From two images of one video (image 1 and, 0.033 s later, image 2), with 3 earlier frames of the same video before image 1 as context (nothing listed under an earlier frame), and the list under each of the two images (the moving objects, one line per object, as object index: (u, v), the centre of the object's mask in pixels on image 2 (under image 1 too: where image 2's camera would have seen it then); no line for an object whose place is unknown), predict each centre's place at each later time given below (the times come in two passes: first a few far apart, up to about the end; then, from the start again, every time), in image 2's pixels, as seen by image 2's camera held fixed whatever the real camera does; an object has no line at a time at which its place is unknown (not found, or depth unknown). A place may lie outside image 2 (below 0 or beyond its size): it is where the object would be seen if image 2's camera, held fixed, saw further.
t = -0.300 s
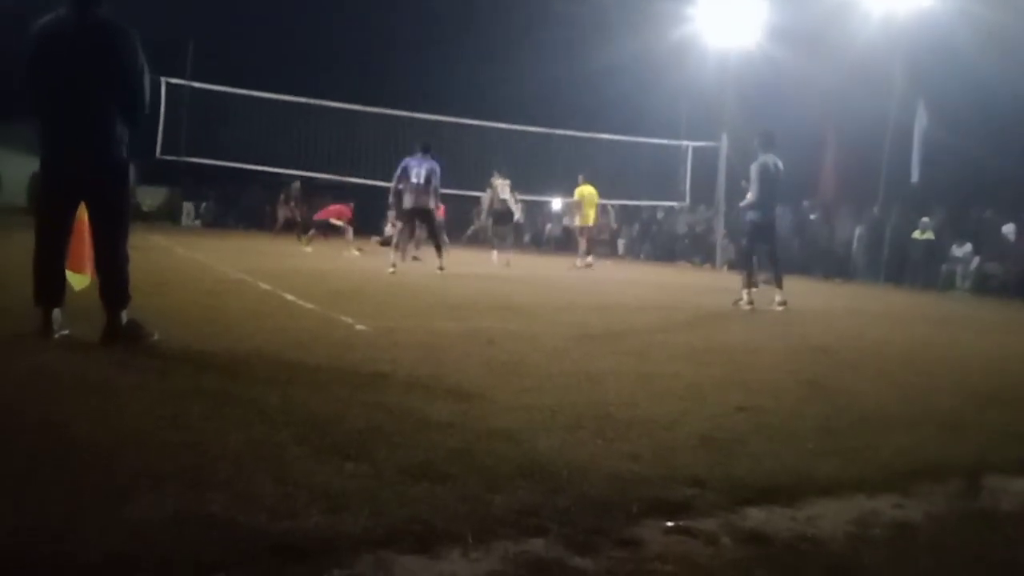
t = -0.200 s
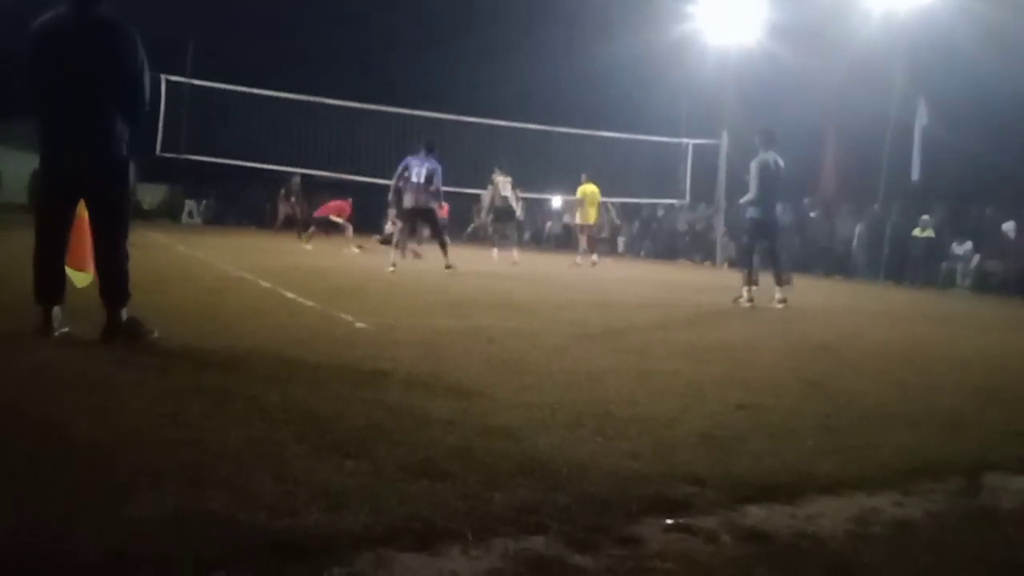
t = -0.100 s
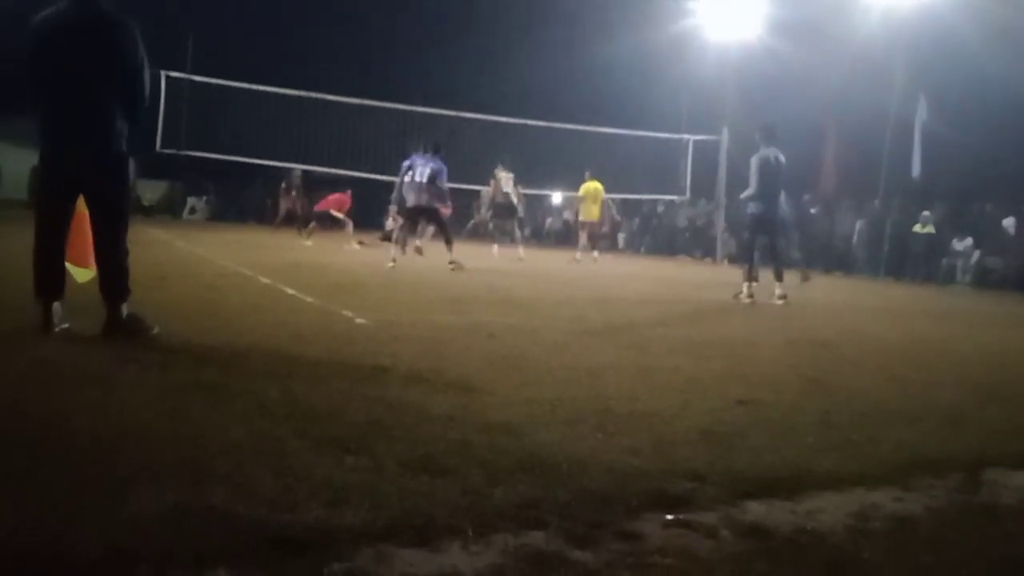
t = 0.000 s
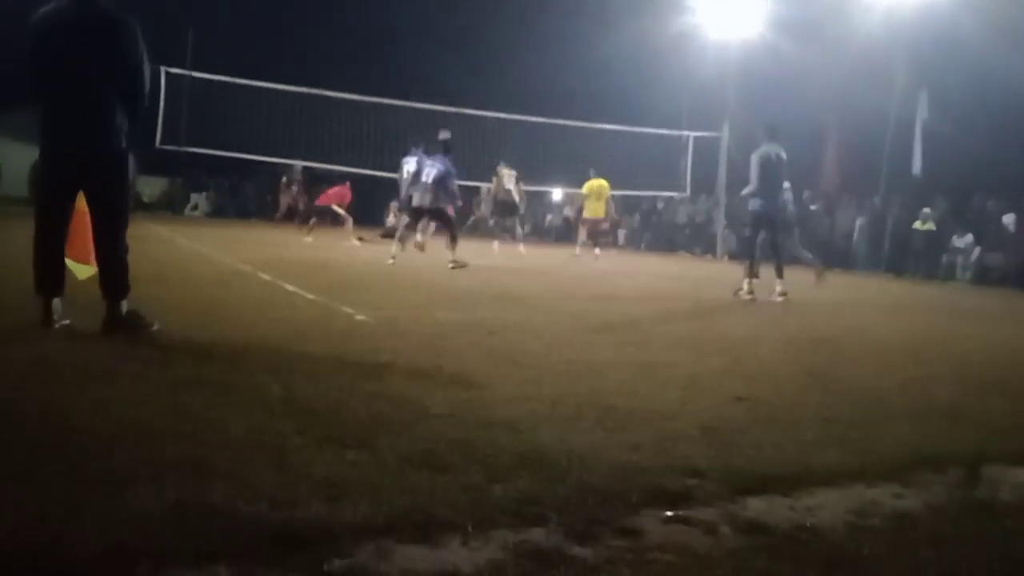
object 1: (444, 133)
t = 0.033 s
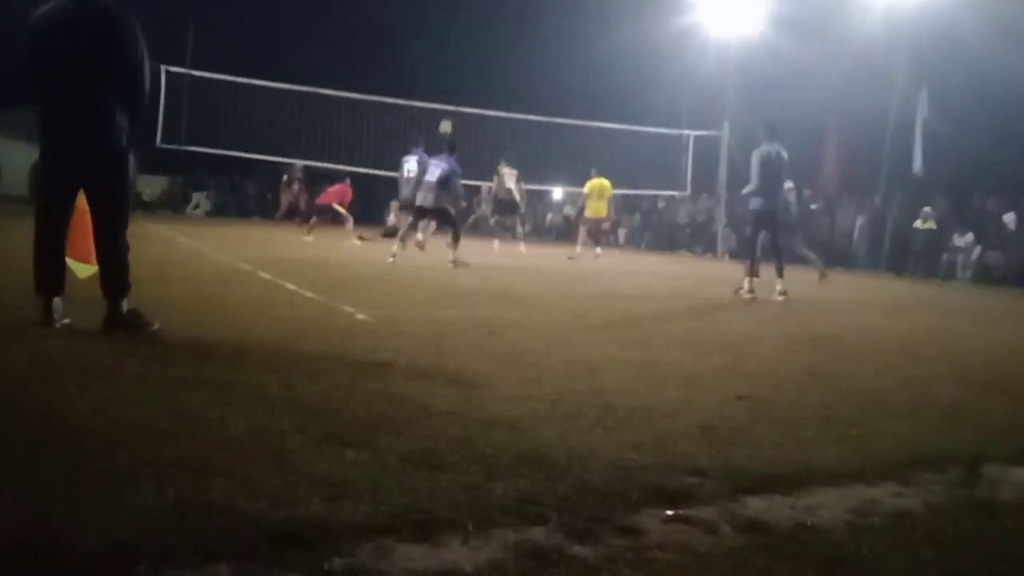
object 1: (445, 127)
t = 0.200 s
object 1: (449, 84)
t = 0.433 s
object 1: (452, 50)
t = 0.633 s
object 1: (454, 43)
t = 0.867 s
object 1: (454, 58)
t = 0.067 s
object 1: (446, 117)
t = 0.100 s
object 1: (447, 108)
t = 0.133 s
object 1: (448, 99)
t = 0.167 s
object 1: (448, 91)
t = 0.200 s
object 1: (449, 84)
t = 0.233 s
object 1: (449, 77)
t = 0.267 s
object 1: (450, 71)
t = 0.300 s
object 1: (450, 66)
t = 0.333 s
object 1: (451, 61)
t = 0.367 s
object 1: (451, 57)
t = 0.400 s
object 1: (452, 53)
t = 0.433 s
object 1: (452, 50)
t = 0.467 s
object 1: (453, 48)
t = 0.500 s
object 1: (453, 45)
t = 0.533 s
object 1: (453, 44)
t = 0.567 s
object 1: (453, 43)
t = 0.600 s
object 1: (454, 42)
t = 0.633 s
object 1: (454, 43)
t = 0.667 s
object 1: (454, 43)
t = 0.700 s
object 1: (454, 45)
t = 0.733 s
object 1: (454, 47)
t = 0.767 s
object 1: (455, 49)
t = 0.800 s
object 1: (455, 52)
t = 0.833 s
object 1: (454, 55)
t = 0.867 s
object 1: (454, 58)
